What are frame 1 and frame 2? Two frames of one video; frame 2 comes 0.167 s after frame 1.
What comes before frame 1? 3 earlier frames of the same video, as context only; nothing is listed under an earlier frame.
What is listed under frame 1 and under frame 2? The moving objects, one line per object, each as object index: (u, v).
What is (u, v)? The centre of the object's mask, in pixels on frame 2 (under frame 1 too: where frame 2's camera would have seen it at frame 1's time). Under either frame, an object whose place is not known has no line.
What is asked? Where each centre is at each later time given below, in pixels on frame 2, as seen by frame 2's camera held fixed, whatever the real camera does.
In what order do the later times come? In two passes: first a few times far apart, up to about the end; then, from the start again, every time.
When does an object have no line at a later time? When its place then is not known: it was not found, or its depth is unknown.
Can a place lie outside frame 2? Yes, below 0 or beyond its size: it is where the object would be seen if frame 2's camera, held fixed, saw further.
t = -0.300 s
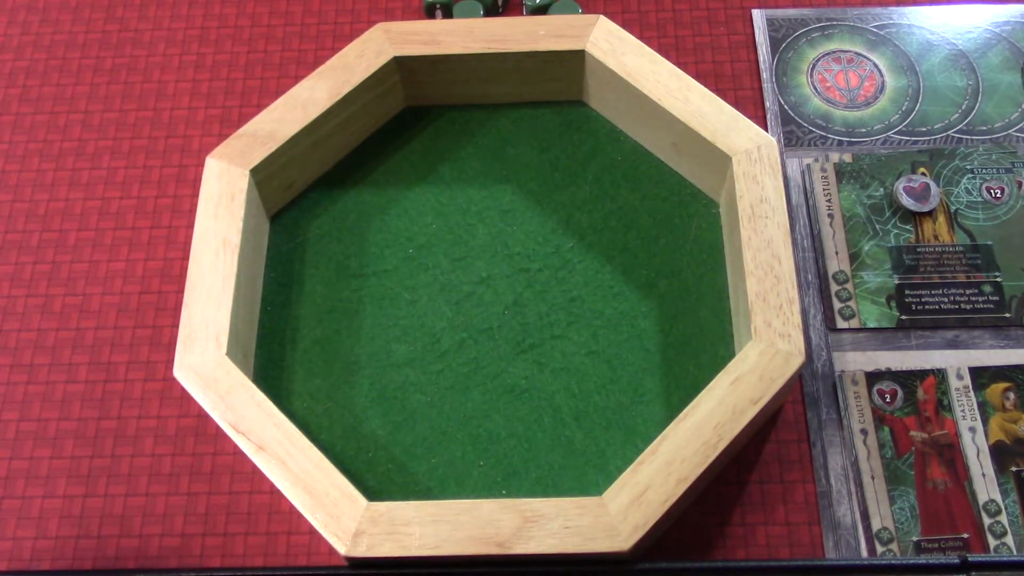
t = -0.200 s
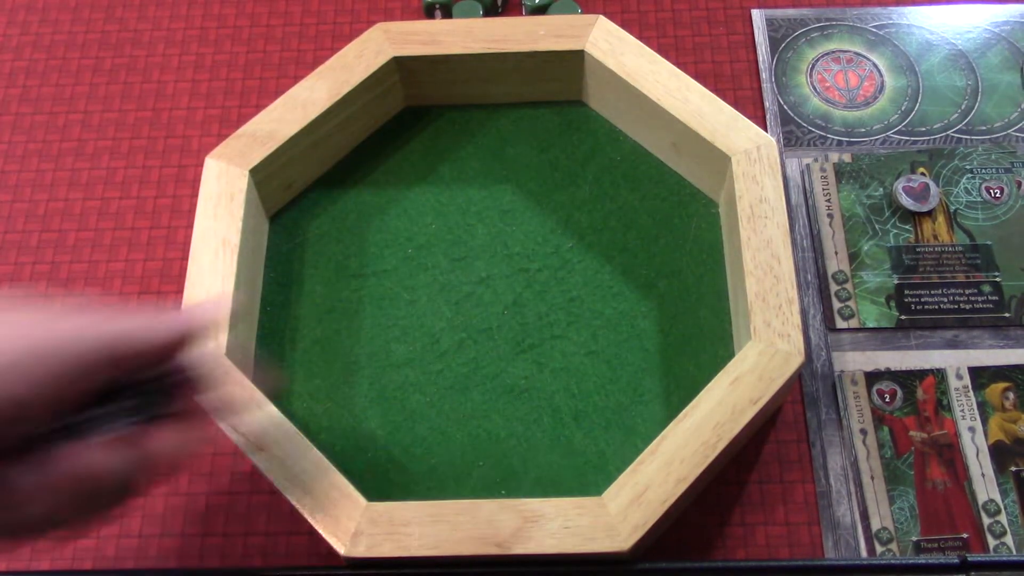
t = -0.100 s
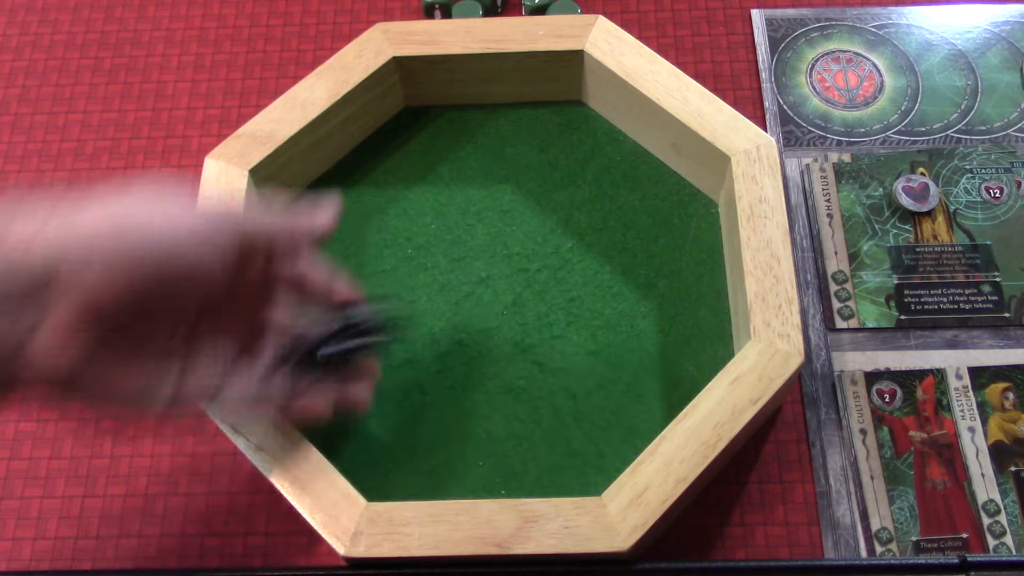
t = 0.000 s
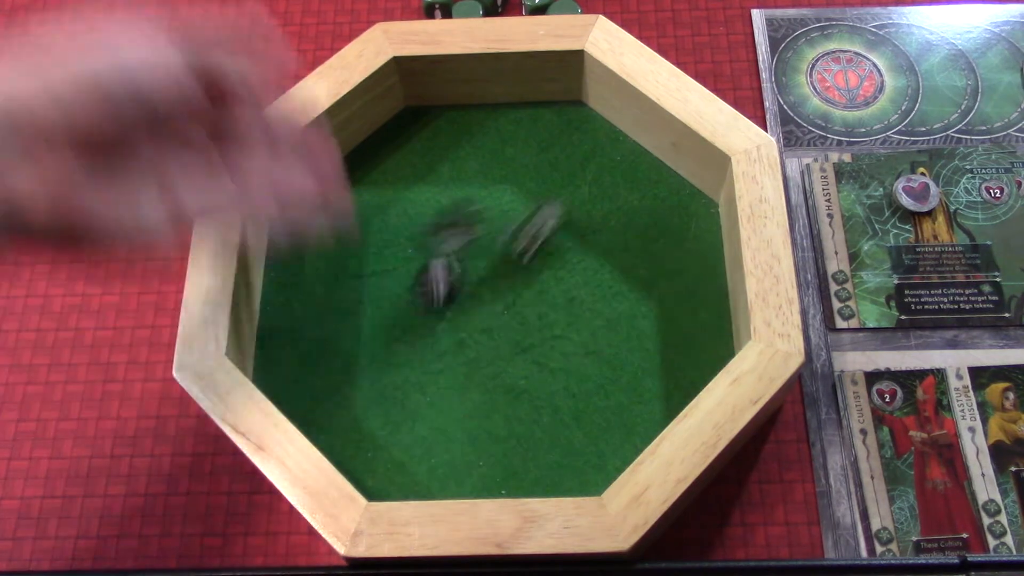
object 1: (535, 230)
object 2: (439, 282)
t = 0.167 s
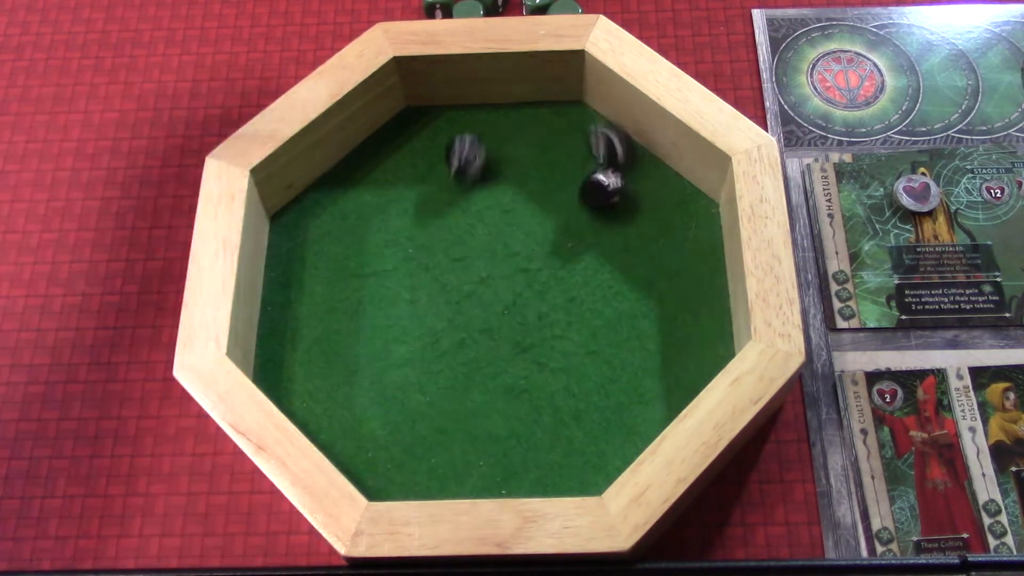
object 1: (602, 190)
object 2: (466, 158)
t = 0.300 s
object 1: (578, 215)
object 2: (482, 111)
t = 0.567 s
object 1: (573, 210)
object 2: (484, 112)
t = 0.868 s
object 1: (573, 210)
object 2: (484, 112)
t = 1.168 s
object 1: (573, 210)
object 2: (484, 112)
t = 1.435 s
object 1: (573, 210)
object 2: (484, 112)
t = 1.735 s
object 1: (573, 210)
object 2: (484, 112)
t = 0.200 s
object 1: (596, 202)
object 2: (469, 142)
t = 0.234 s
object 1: (588, 208)
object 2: (471, 125)
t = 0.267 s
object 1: (584, 214)
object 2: (477, 113)
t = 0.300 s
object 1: (578, 215)
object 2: (482, 111)
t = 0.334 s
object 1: (575, 214)
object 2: (484, 112)
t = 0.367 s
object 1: (573, 211)
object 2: (484, 112)
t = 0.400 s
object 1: (573, 210)
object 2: (484, 112)
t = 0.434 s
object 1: (573, 210)
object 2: (484, 112)
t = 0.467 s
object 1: (572, 210)
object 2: (484, 112)
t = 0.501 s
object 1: (573, 210)
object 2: (484, 112)
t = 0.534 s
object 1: (573, 210)
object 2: (484, 112)
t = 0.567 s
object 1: (573, 210)
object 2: (484, 112)
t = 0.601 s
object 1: (573, 210)
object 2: (484, 112)
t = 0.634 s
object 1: (573, 210)
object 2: (484, 112)
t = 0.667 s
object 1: (573, 210)
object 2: (484, 112)
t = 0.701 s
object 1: (573, 210)
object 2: (484, 112)
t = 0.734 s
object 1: (573, 210)
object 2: (484, 112)
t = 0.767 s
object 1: (573, 210)
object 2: (484, 112)
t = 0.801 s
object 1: (573, 210)
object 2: (484, 112)
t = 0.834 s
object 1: (573, 210)
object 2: (484, 112)
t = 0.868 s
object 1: (573, 210)
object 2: (484, 112)
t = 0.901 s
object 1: (572, 210)
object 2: (484, 112)
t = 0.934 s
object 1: (573, 210)
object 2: (484, 112)
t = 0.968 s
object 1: (572, 210)
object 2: (484, 112)
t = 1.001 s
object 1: (573, 210)
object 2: (484, 112)
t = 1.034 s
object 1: (573, 210)
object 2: (484, 112)
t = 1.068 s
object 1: (573, 210)
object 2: (484, 112)
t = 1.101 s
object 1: (573, 210)
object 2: (484, 112)
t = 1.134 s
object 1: (573, 210)
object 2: (484, 112)
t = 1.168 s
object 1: (573, 210)
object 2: (484, 112)
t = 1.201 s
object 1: (572, 210)
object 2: (484, 112)
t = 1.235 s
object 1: (572, 210)
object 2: (484, 112)
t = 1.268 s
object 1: (573, 210)
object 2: (484, 112)
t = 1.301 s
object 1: (573, 210)
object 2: (484, 112)
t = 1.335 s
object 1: (573, 210)
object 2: (484, 112)
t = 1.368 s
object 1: (573, 210)
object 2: (484, 112)
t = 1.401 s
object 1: (573, 210)
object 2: (484, 112)
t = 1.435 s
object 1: (573, 210)
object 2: (484, 112)
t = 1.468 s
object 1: (573, 210)
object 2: (484, 112)
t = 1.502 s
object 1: (573, 210)
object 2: (484, 112)
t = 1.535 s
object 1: (573, 210)
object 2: (484, 112)
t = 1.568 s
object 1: (573, 210)
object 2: (484, 112)
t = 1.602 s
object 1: (572, 210)
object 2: (484, 112)
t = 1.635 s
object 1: (573, 210)
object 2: (484, 112)
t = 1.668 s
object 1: (573, 210)
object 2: (484, 112)
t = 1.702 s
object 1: (573, 210)
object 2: (484, 112)
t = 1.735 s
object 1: (573, 210)
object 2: (484, 112)
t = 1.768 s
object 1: (573, 210)
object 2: (484, 112)
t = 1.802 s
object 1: (573, 210)
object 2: (484, 112)
